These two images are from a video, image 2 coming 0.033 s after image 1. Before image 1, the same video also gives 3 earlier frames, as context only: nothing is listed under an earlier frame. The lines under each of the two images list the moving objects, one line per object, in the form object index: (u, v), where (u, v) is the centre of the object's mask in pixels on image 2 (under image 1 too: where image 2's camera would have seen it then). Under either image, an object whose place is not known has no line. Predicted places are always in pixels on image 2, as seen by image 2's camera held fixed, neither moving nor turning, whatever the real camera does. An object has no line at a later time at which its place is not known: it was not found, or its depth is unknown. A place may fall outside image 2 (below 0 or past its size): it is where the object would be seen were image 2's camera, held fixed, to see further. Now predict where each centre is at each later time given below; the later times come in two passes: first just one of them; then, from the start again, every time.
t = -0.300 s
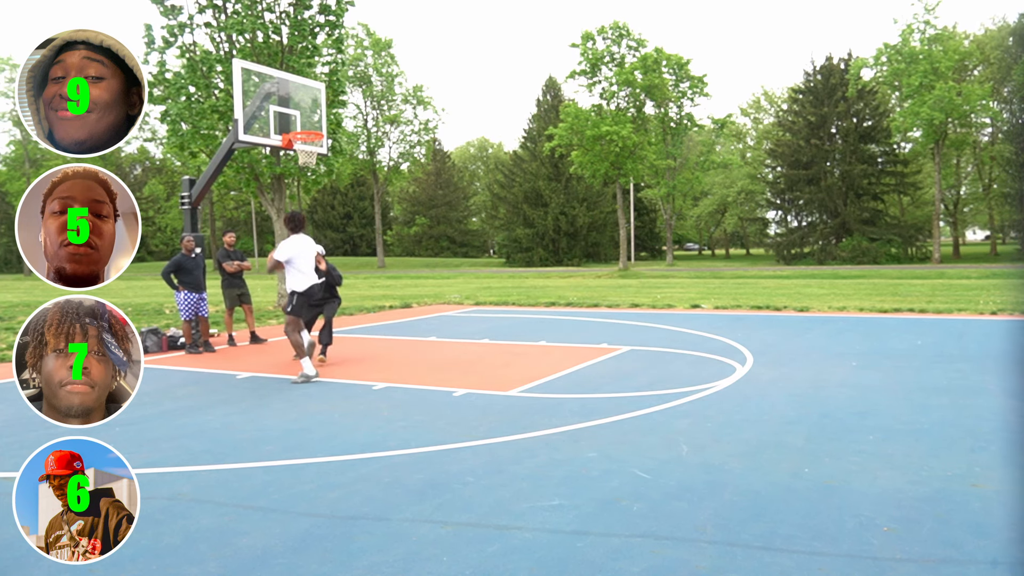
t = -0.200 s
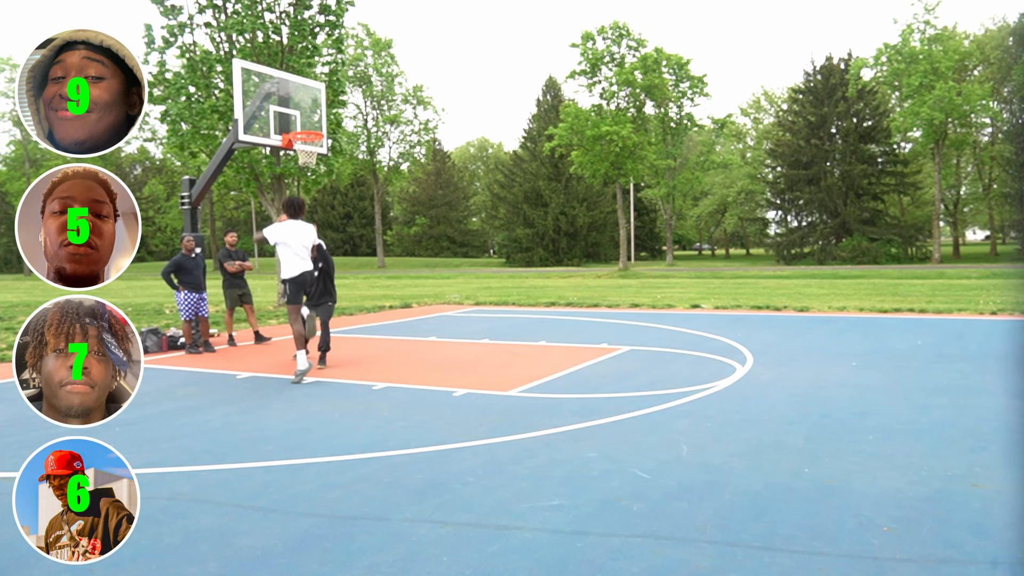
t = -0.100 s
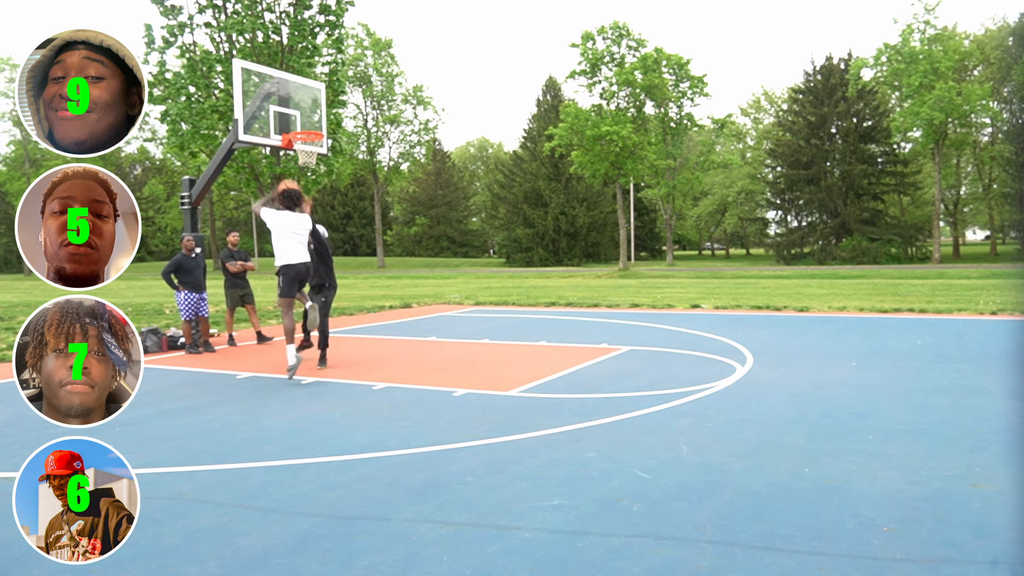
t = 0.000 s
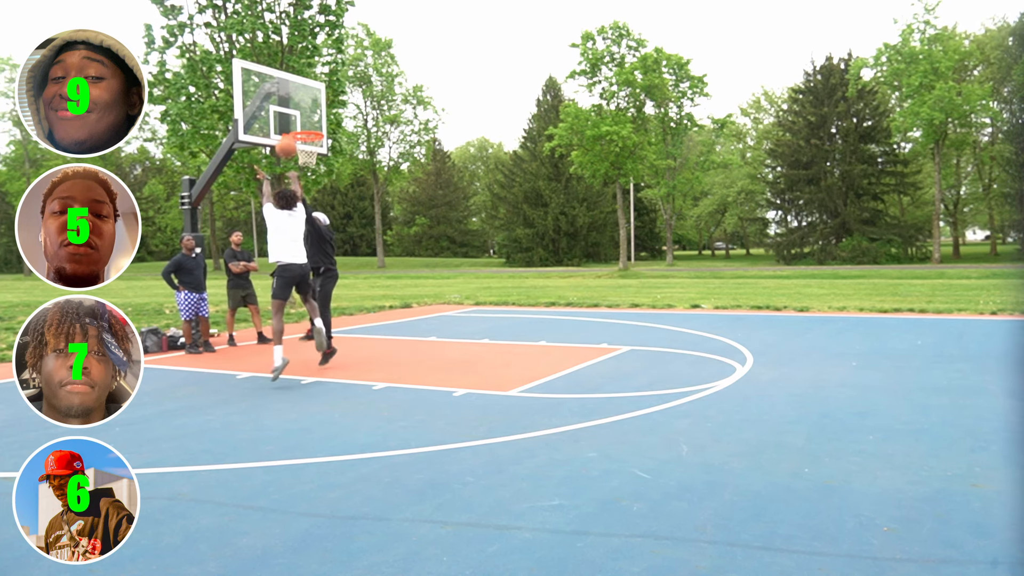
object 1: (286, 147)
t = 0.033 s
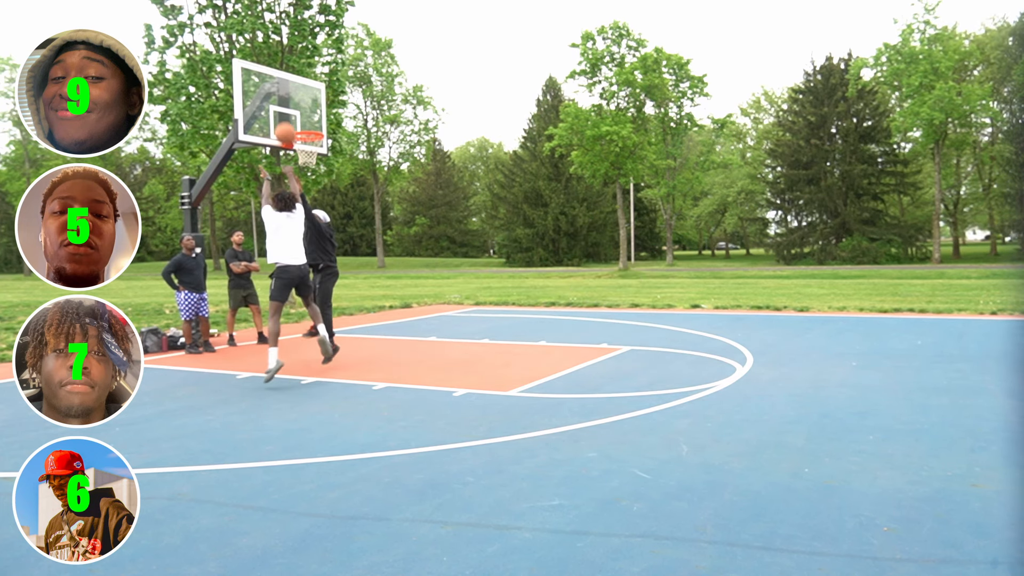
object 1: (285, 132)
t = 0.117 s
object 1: (283, 105)
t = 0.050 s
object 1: (284, 126)
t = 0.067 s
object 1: (284, 122)
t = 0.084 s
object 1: (284, 115)
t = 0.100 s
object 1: (283, 110)
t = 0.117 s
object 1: (283, 105)
